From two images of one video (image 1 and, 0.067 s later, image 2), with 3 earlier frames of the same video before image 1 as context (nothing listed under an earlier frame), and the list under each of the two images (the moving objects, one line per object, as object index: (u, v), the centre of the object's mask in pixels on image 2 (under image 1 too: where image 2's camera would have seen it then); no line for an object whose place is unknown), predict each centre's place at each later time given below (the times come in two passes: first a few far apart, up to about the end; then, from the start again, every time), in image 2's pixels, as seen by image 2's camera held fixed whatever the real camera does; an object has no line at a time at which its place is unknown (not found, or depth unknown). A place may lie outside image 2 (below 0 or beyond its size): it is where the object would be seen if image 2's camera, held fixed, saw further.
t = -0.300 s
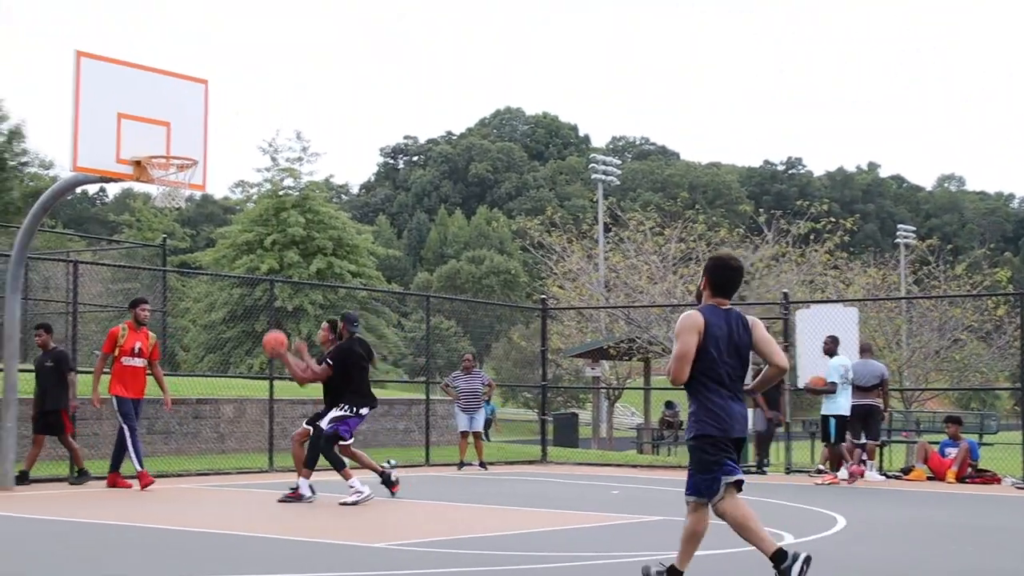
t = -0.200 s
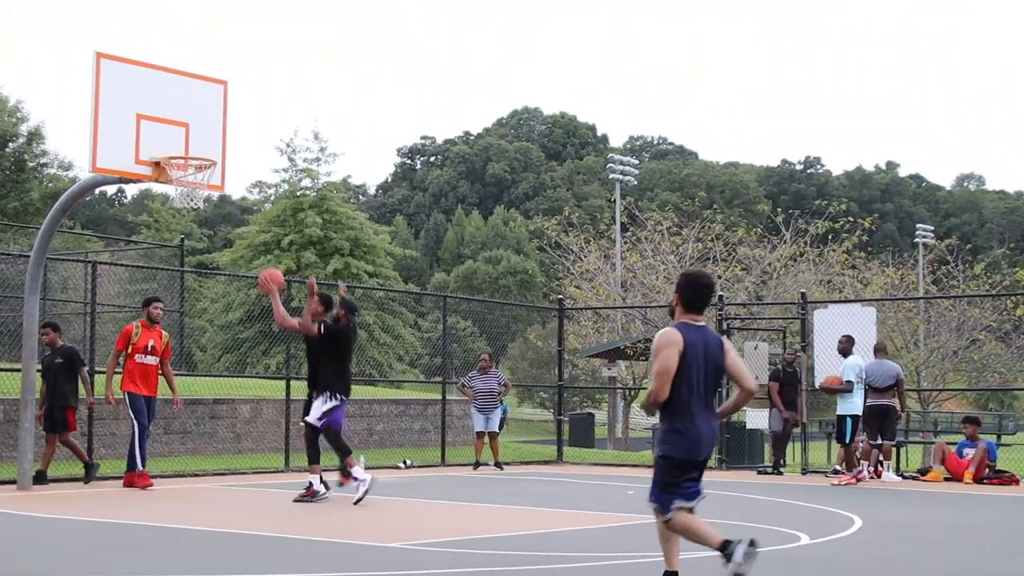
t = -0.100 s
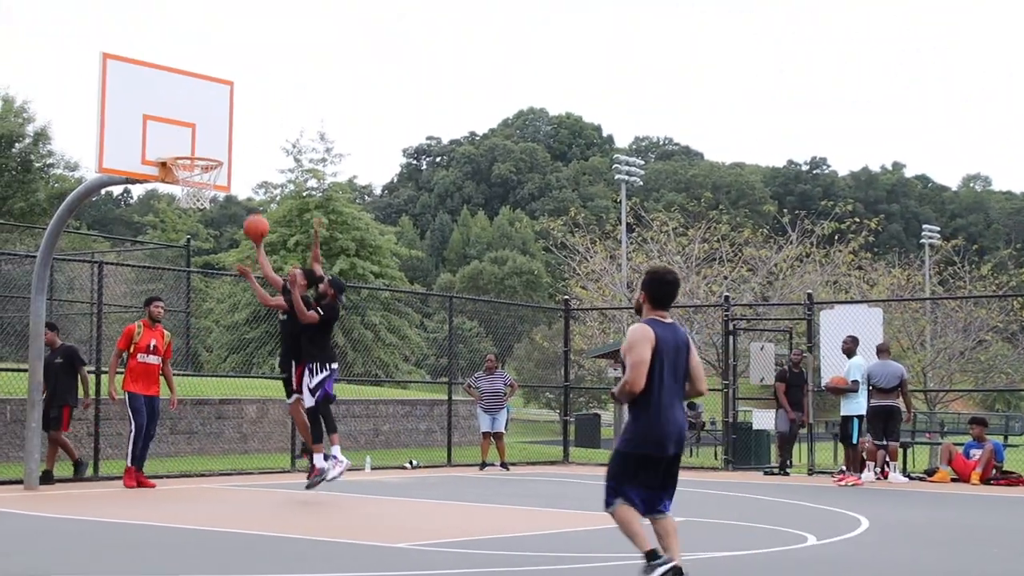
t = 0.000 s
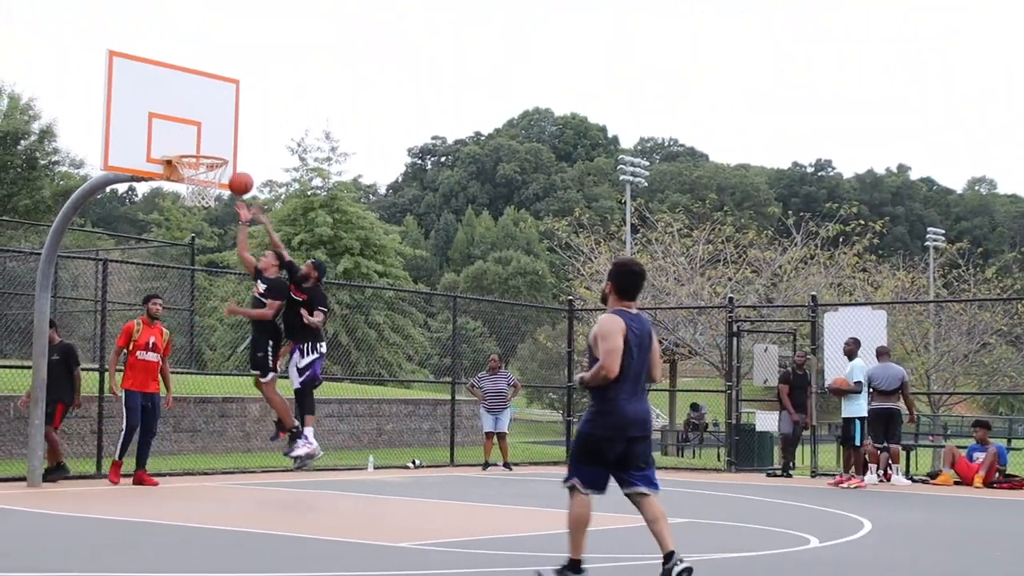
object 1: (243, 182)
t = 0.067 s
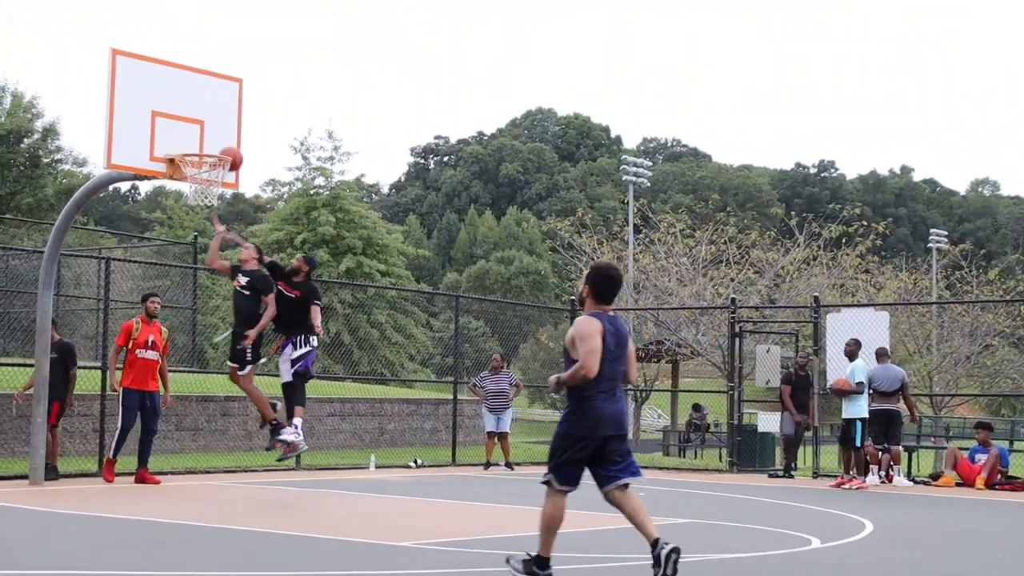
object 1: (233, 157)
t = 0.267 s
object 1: (208, 122)
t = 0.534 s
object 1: (199, 143)
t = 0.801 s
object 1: (213, 180)
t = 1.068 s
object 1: (200, 208)
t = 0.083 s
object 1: (229, 151)
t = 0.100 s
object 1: (224, 147)
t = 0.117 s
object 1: (220, 144)
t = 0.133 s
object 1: (216, 140)
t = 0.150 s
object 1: (212, 136)
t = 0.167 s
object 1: (211, 133)
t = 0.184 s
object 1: (211, 130)
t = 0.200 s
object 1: (210, 128)
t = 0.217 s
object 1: (210, 126)
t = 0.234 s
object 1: (209, 125)
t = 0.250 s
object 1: (209, 123)
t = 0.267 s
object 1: (208, 122)
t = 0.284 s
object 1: (207, 122)
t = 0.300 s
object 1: (207, 121)
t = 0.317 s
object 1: (206, 121)
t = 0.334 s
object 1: (206, 121)
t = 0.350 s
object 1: (205, 121)
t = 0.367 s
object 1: (205, 122)
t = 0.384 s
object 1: (204, 123)
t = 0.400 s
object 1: (204, 125)
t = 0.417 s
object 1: (203, 126)
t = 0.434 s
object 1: (202, 128)
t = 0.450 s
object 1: (202, 130)
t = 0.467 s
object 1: (201, 133)
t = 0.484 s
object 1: (201, 136)
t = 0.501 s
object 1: (200, 139)
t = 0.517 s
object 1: (199, 141)
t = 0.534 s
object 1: (199, 143)
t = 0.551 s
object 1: (198, 145)
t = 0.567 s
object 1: (199, 147)
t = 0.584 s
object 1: (201, 148)
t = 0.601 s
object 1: (202, 158)
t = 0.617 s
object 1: (205, 165)
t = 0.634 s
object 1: (208, 167)
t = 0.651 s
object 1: (210, 170)
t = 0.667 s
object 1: (210, 173)
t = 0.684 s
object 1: (212, 176)
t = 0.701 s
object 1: (213, 177)
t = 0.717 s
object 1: (213, 177)
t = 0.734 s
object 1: (214, 178)
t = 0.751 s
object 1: (213, 179)
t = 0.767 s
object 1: (213, 179)
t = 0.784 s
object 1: (213, 179)
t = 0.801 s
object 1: (213, 180)
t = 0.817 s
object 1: (213, 180)
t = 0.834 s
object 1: (212, 182)
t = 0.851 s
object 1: (213, 182)
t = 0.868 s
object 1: (212, 183)
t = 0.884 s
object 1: (211, 185)
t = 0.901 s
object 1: (211, 186)
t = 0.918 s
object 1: (210, 187)
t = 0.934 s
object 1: (209, 188)
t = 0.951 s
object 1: (208, 189)
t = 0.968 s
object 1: (207, 192)
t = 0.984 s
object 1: (206, 193)
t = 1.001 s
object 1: (205, 196)
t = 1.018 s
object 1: (204, 197)
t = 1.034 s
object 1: (202, 204)
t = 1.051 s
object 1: (201, 205)
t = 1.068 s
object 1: (200, 208)
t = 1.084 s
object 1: (200, 210)
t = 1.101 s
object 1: (198, 214)
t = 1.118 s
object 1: (197, 218)
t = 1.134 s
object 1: (196, 223)
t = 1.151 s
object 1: (195, 227)
